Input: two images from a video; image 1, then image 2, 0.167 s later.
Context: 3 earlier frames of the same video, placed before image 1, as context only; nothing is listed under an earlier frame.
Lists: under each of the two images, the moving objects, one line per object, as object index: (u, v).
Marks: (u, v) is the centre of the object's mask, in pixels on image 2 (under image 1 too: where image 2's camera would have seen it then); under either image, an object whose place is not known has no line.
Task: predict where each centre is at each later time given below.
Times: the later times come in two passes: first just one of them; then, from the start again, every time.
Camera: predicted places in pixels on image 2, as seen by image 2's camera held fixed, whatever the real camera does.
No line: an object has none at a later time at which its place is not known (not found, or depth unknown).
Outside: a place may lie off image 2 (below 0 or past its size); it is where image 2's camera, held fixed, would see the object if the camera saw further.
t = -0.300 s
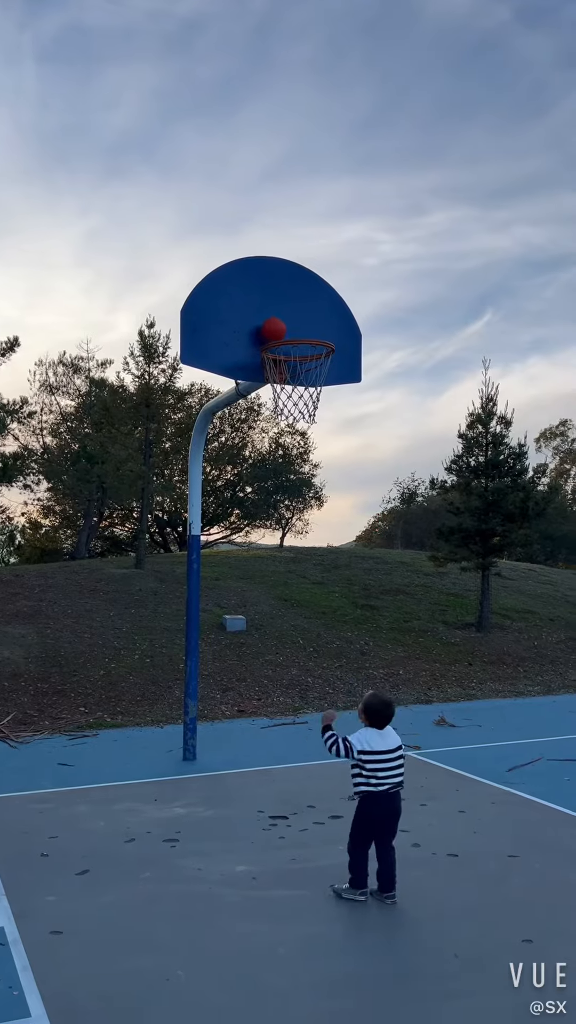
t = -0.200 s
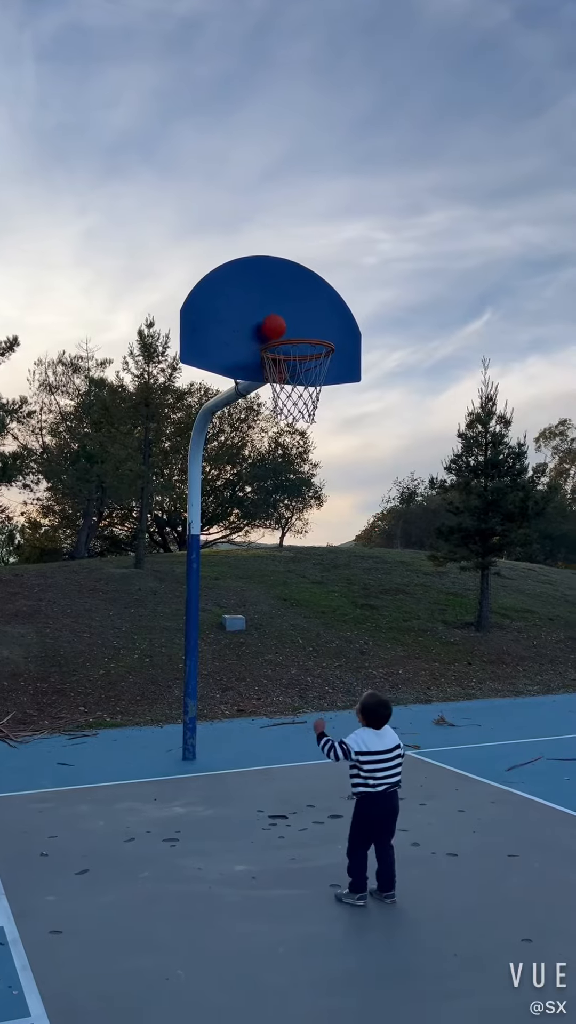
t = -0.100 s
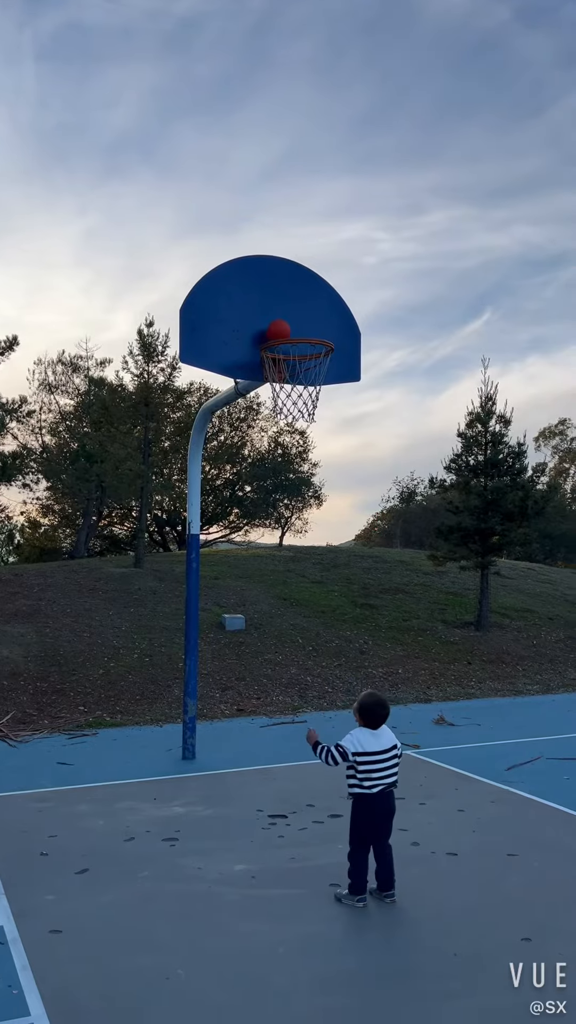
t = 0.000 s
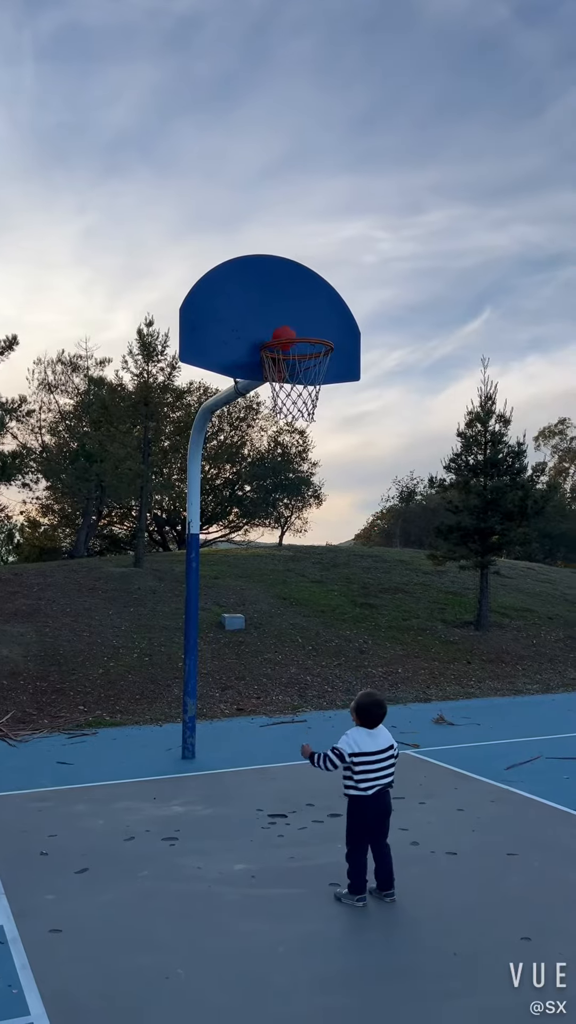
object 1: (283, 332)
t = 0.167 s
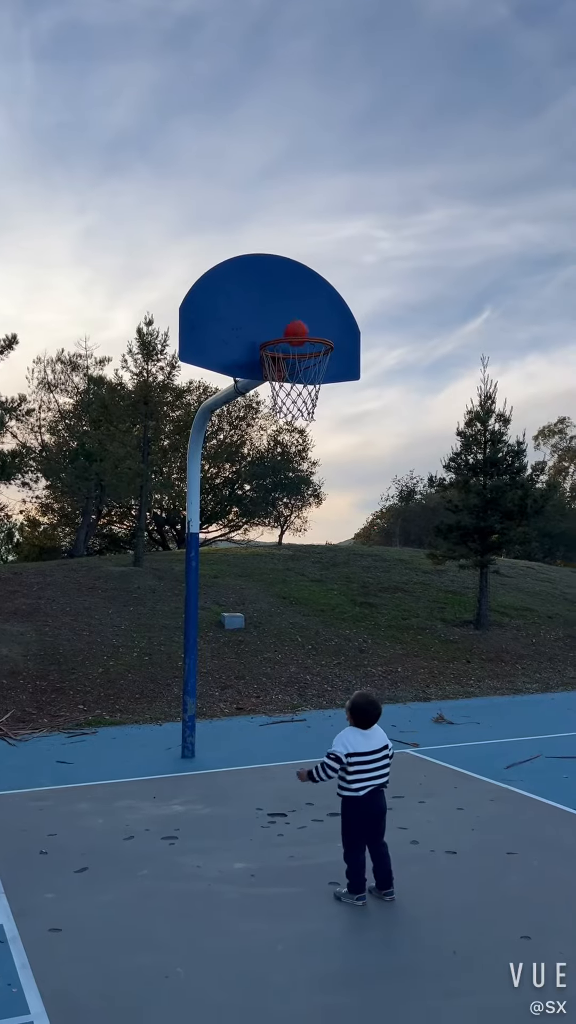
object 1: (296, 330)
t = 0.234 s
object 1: (301, 343)
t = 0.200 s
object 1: (299, 332)
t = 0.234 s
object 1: (301, 343)
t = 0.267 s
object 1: (303, 351)
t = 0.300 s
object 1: (307, 358)
